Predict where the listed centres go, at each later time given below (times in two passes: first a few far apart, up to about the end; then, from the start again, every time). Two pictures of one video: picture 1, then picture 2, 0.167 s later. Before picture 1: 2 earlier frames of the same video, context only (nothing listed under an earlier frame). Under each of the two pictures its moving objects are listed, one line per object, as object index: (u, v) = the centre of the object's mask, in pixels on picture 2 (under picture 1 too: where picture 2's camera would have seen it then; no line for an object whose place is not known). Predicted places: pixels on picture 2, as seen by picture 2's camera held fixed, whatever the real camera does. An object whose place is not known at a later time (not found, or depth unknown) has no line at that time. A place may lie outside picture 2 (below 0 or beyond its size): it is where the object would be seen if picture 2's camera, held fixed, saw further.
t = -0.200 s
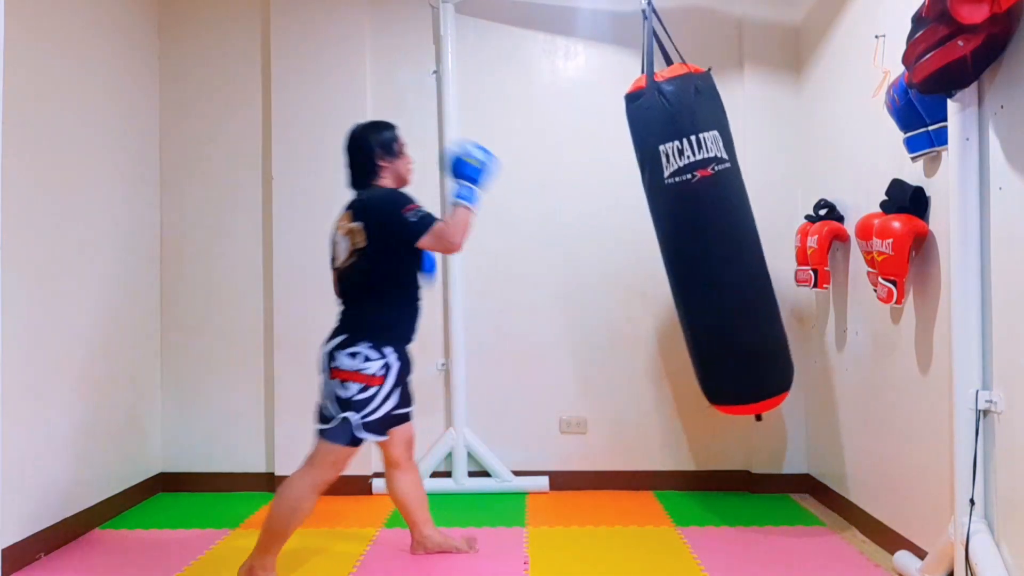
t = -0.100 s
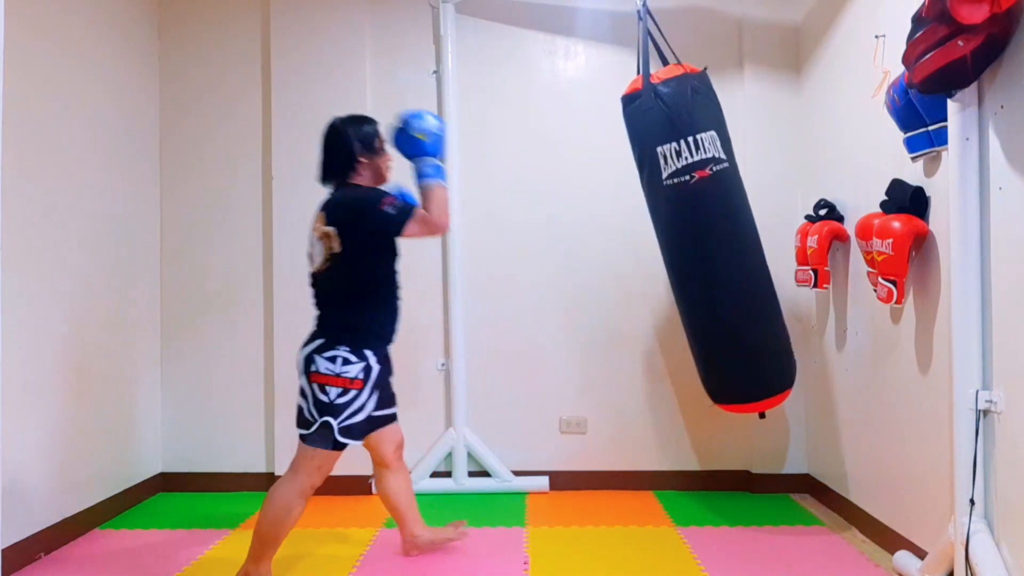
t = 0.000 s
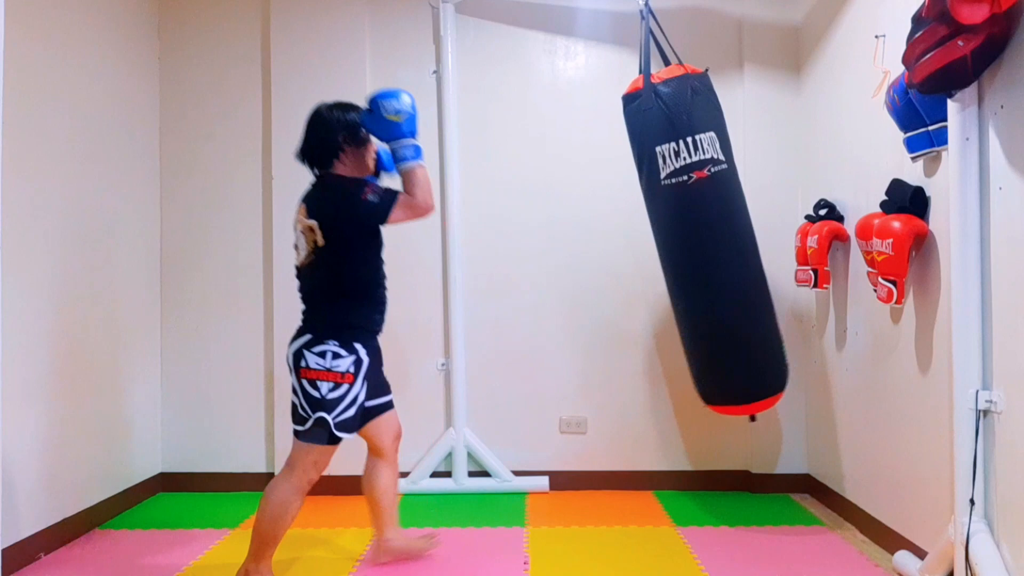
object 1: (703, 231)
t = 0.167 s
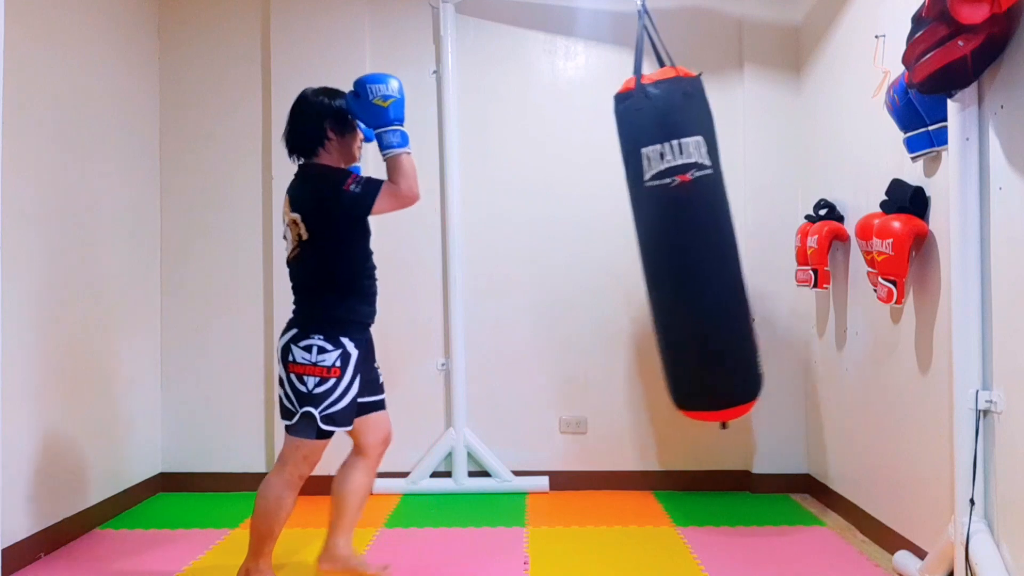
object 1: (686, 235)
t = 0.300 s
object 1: (664, 239)
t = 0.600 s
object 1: (604, 243)
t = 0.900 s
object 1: (558, 239)
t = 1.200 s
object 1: (558, 238)
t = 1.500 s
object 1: (602, 243)
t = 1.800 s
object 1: (662, 241)
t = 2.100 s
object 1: (701, 233)
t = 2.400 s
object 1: (698, 234)
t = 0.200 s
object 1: (681, 236)
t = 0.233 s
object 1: (675, 237)
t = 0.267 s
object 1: (670, 238)
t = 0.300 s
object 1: (664, 239)
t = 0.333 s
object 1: (658, 240)
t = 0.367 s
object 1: (652, 241)
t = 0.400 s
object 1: (646, 242)
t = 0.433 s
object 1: (639, 242)
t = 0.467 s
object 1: (632, 243)
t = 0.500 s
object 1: (625, 244)
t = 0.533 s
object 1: (617, 244)
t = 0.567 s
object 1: (610, 244)
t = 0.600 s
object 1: (604, 243)
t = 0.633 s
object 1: (597, 243)
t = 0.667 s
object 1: (592, 243)
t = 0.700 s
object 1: (586, 242)
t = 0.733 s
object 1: (580, 242)
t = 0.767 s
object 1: (575, 241)
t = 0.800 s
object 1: (570, 241)
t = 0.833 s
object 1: (565, 240)
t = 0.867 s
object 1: (561, 240)
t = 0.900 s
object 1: (558, 239)
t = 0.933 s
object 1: (556, 238)
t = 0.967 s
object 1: (554, 238)
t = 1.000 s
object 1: (553, 238)
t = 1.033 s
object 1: (552, 237)
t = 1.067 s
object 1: (552, 237)
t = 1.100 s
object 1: (553, 237)
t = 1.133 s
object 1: (554, 238)
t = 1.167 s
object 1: (555, 238)
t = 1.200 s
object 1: (558, 238)
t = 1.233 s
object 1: (560, 239)
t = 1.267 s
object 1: (564, 240)
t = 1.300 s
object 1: (568, 241)
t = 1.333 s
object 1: (573, 241)
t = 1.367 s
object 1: (578, 242)
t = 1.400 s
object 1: (584, 242)
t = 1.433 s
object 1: (590, 241)
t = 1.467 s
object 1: (596, 242)
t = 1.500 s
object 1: (602, 243)
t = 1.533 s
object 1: (608, 244)
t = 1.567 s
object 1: (615, 244)
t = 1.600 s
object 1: (622, 244)
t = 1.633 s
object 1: (629, 245)
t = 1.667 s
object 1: (636, 244)
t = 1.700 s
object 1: (643, 244)
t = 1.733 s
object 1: (649, 243)
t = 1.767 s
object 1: (656, 242)
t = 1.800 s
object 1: (662, 241)
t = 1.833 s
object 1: (667, 241)
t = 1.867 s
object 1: (673, 240)
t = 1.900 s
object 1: (678, 239)
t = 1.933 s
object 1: (683, 237)
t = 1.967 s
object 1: (688, 236)
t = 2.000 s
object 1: (692, 235)
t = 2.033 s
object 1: (695, 234)
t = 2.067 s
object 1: (698, 234)
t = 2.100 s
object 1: (701, 233)
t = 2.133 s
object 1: (702, 233)
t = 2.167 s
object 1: (704, 232)
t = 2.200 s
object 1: (704, 232)
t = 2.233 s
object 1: (705, 232)
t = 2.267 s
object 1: (704, 232)
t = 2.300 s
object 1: (704, 232)
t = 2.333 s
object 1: (702, 233)
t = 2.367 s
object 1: (701, 233)
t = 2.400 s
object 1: (698, 234)
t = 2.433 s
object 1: (695, 235)
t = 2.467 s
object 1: (691, 236)
